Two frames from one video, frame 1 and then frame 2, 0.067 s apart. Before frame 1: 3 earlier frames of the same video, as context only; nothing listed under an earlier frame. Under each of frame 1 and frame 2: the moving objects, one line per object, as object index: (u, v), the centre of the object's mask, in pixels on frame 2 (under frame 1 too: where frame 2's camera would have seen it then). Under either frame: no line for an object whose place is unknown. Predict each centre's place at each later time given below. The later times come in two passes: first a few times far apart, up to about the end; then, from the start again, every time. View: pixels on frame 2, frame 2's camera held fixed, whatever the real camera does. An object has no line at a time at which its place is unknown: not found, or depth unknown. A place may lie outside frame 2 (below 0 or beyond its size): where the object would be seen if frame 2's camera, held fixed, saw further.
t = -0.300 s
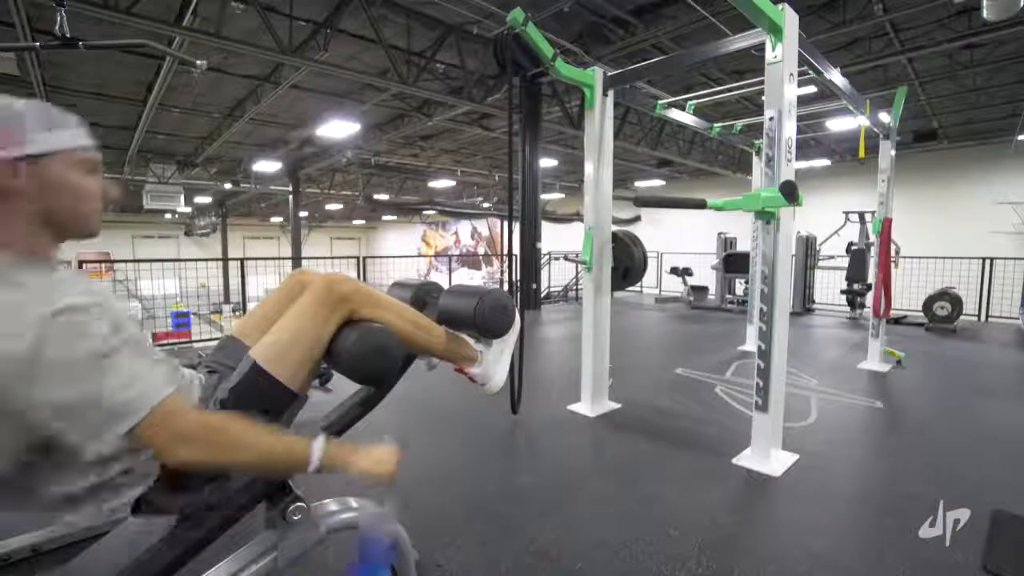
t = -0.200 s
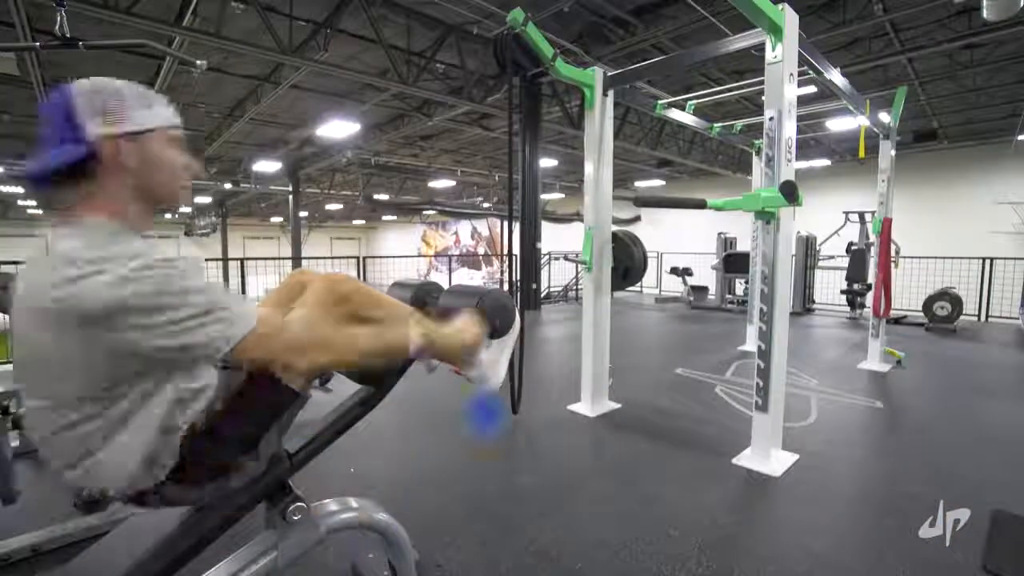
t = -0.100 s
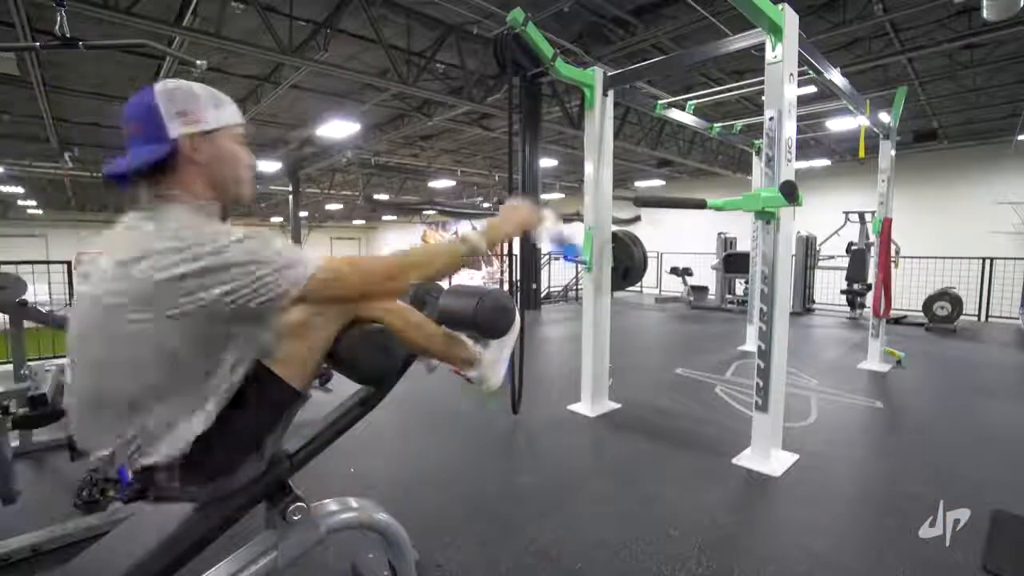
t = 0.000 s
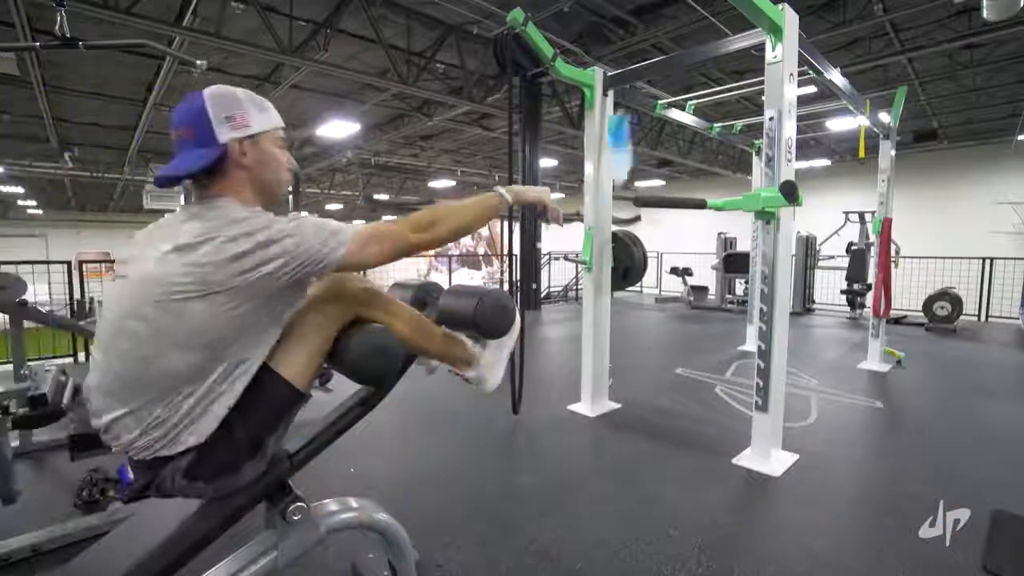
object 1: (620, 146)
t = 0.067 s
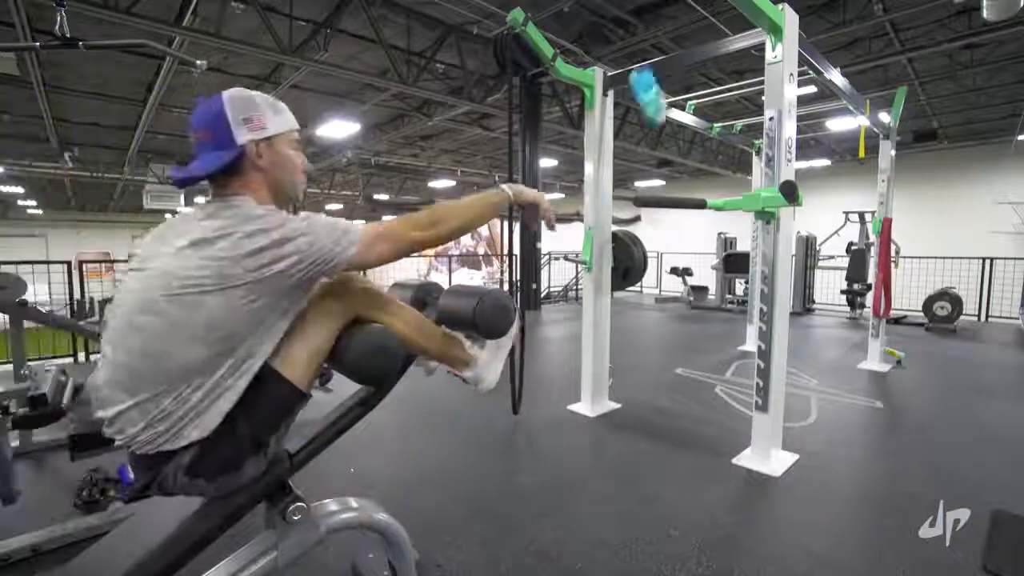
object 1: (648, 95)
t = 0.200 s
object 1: (690, 54)
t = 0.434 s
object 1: (743, 104)
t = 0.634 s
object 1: (761, 174)
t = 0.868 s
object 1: (761, 176)
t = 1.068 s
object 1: (763, 176)
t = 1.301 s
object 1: (760, 175)
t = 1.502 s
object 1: (758, 174)
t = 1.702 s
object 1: (758, 174)
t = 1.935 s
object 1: (758, 173)
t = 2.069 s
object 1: (757, 174)
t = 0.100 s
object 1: (660, 74)
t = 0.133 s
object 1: (671, 64)
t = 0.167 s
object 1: (681, 57)
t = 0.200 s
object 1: (690, 54)
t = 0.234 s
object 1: (700, 54)
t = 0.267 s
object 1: (707, 57)
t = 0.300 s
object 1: (715, 64)
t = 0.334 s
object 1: (723, 70)
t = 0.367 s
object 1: (730, 78)
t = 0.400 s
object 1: (736, 91)
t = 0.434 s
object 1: (743, 104)
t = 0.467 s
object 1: (747, 118)
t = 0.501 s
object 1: (752, 136)
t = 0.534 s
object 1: (758, 157)
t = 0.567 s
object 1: (760, 170)
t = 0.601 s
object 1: (761, 172)
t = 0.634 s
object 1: (761, 174)
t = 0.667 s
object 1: (762, 175)
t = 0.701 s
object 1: (762, 175)
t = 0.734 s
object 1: (762, 176)
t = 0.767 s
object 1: (762, 176)
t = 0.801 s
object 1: (762, 176)
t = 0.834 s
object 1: (762, 176)
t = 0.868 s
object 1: (761, 176)
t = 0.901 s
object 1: (762, 176)
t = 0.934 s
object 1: (761, 176)
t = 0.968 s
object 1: (762, 176)
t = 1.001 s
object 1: (762, 176)
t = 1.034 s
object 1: (761, 178)
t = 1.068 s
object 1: (763, 176)
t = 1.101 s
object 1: (762, 178)
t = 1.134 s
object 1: (762, 176)
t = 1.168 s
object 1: (761, 177)
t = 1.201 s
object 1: (762, 175)
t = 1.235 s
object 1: (762, 177)
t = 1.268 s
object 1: (761, 176)
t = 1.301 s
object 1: (760, 175)
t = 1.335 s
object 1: (759, 175)
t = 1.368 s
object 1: (760, 175)
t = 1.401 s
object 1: (760, 175)
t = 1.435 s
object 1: (758, 175)
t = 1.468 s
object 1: (758, 174)
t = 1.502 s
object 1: (758, 174)
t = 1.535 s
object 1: (758, 174)
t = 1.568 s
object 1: (758, 174)
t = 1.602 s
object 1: (758, 174)
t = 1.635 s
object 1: (758, 174)
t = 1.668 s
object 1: (757, 174)
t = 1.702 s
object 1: (758, 174)
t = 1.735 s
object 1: (758, 174)
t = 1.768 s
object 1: (757, 174)
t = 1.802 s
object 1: (758, 174)
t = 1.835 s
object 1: (758, 174)
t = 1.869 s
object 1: (757, 174)
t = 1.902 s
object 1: (758, 173)
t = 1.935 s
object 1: (758, 173)
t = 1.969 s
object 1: (758, 173)
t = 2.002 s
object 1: (758, 173)
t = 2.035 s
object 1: (758, 173)
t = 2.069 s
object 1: (757, 174)
